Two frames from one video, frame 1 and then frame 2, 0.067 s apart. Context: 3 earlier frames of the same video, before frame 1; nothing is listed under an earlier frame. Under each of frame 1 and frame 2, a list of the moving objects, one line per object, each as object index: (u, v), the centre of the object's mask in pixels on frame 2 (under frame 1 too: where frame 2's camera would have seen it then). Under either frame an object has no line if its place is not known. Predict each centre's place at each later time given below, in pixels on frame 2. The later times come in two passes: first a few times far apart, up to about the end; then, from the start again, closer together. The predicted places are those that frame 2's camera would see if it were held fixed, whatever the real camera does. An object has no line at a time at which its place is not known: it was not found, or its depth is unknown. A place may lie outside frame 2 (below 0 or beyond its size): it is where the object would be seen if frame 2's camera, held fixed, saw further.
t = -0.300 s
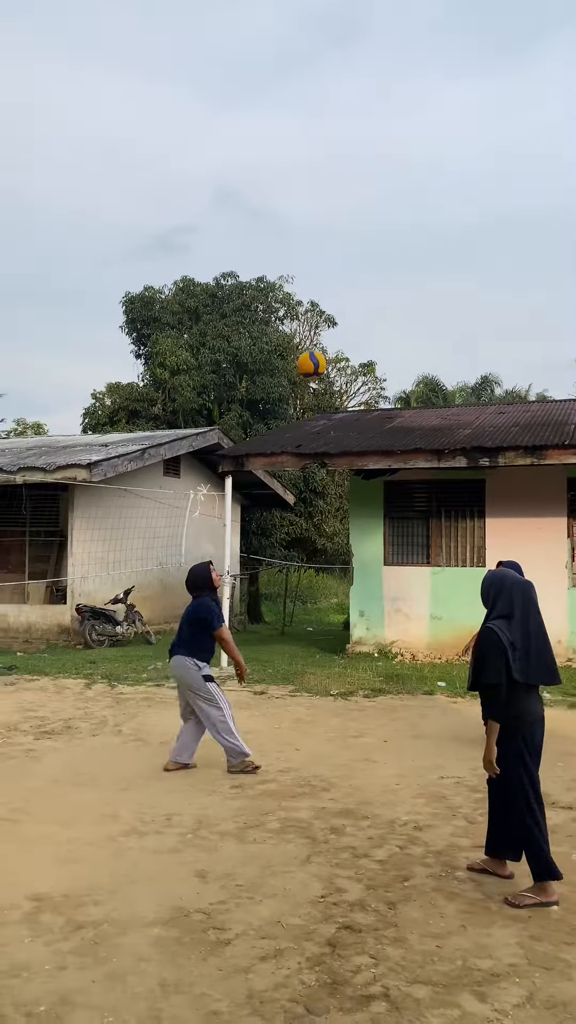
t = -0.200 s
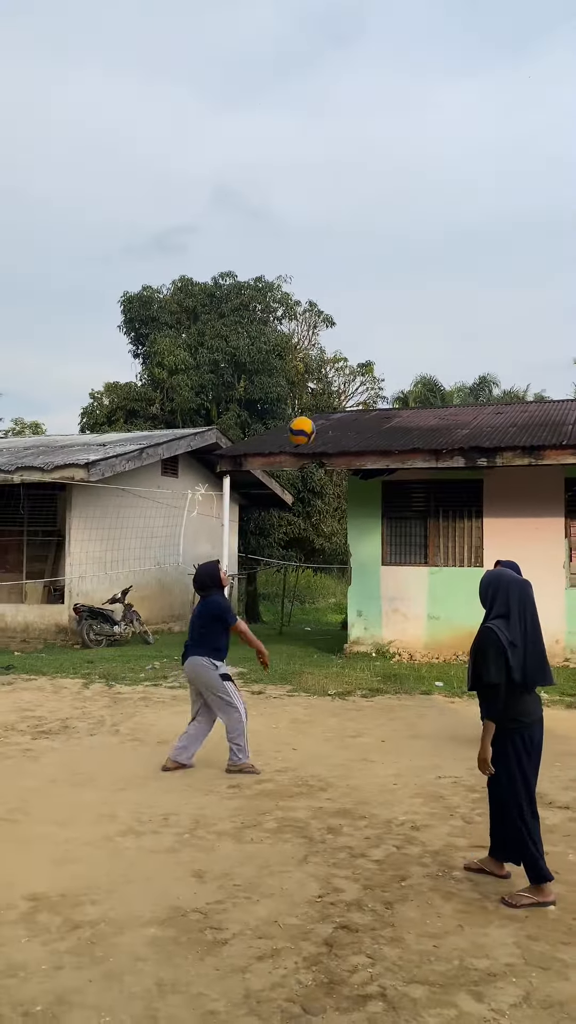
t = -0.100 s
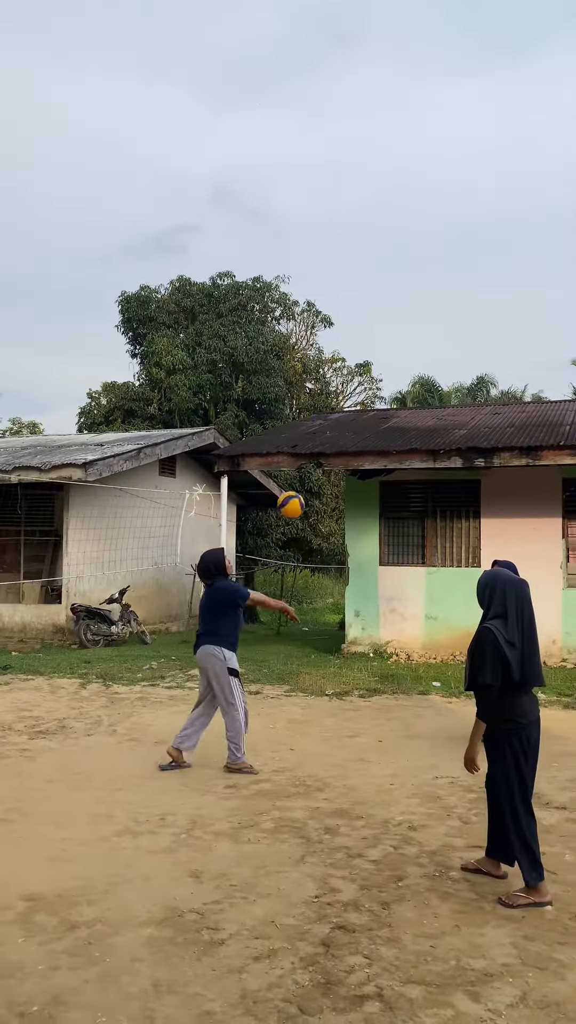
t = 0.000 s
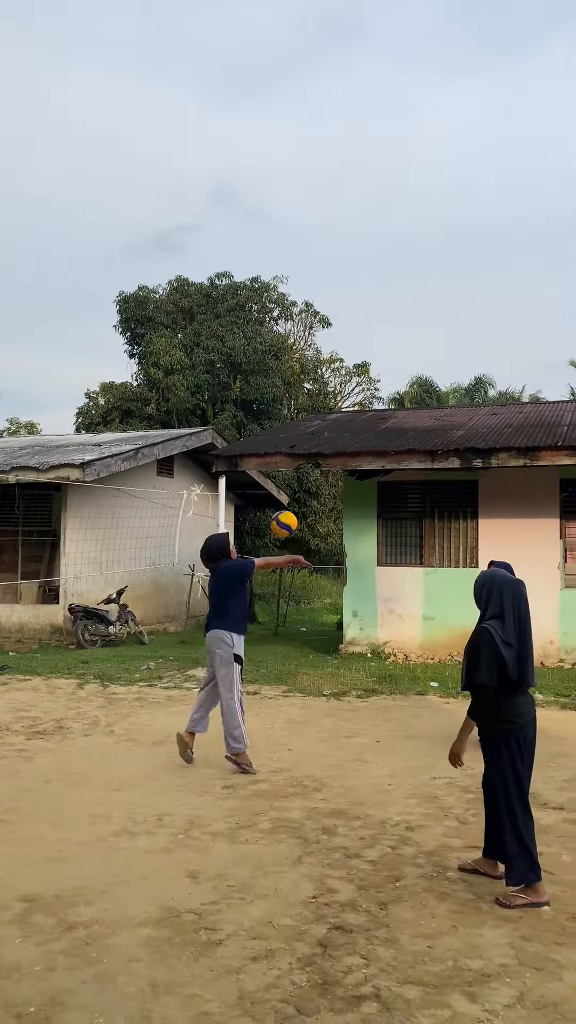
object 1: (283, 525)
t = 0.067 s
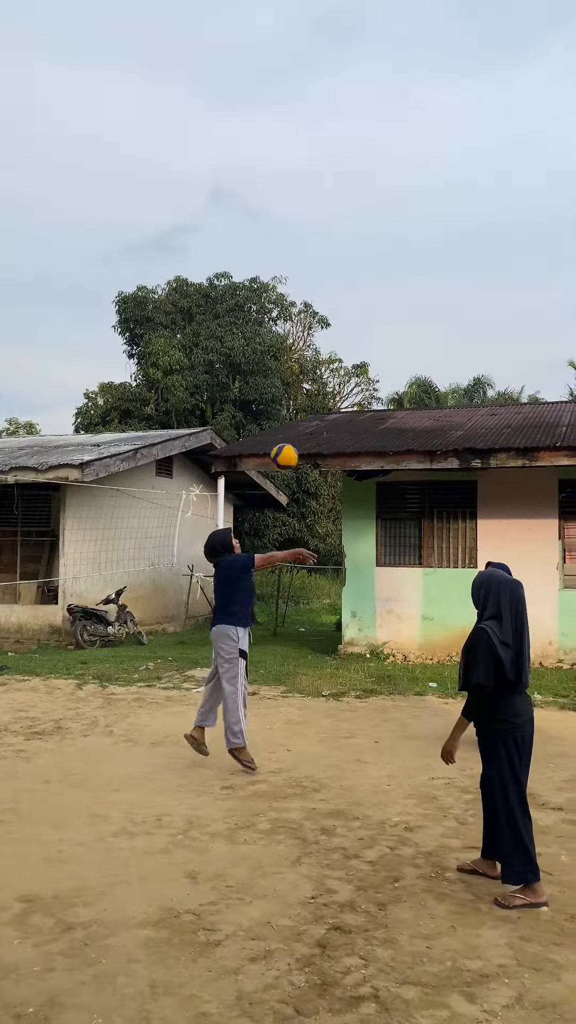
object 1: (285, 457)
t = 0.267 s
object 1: (291, 279)
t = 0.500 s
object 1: (299, 121)
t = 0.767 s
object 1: (310, 20)
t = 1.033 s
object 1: (324, 27)
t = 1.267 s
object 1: (339, 149)
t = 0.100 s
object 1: (286, 425)
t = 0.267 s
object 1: (291, 279)
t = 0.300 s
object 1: (292, 253)
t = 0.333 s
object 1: (293, 228)
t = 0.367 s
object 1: (294, 204)
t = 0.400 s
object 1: (295, 181)
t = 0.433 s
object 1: (296, 160)
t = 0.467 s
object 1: (298, 140)
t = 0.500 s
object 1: (299, 121)
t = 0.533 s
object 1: (300, 104)
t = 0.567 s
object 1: (302, 87)
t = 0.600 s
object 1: (303, 72)
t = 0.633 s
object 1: (304, 59)
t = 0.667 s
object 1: (306, 47)
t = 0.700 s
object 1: (307, 37)
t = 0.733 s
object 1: (309, 28)
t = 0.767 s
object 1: (310, 20)
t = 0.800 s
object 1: (311, 15)
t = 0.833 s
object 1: (313, 13)
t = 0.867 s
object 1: (314, 12)
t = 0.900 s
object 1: (316, 12)
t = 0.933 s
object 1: (318, 13)
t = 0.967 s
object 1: (320, 15)
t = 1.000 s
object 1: (322, 19)
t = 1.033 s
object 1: (324, 27)
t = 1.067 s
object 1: (326, 37)
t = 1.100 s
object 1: (328, 50)
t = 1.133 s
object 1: (330, 65)
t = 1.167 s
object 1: (332, 82)
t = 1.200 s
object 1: (334, 102)
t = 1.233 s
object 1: (337, 124)
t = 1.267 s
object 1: (339, 149)
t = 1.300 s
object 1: (342, 178)
